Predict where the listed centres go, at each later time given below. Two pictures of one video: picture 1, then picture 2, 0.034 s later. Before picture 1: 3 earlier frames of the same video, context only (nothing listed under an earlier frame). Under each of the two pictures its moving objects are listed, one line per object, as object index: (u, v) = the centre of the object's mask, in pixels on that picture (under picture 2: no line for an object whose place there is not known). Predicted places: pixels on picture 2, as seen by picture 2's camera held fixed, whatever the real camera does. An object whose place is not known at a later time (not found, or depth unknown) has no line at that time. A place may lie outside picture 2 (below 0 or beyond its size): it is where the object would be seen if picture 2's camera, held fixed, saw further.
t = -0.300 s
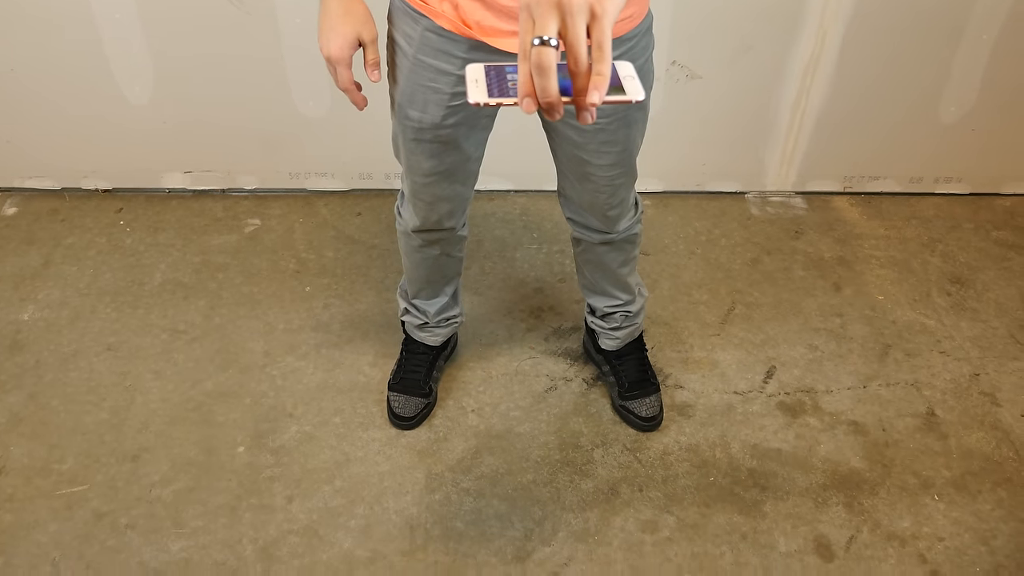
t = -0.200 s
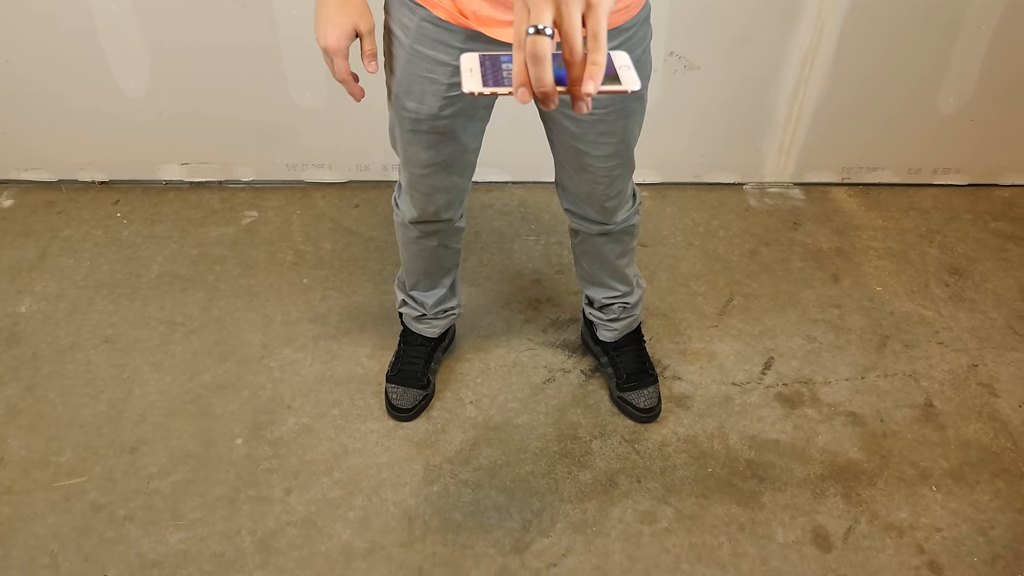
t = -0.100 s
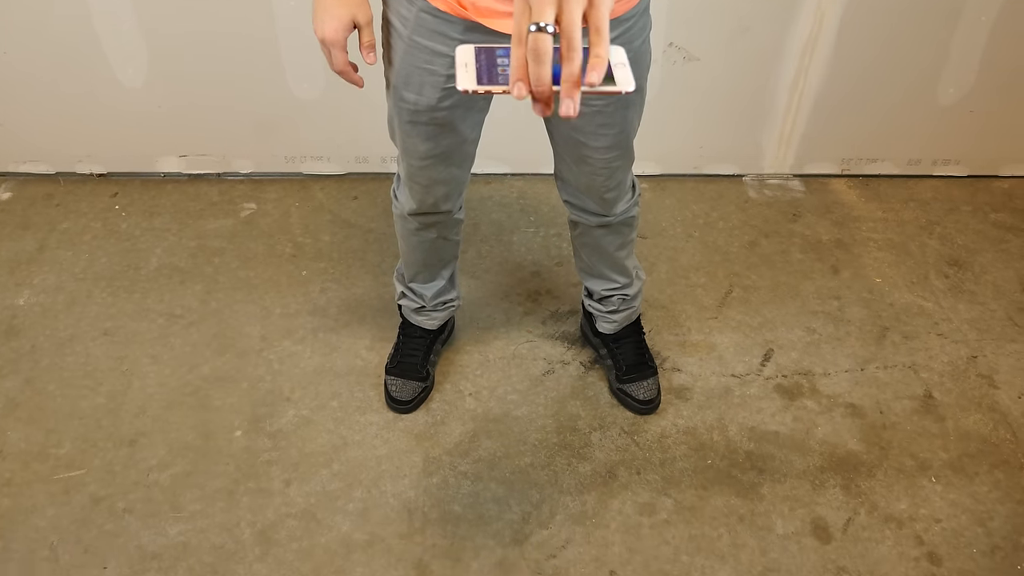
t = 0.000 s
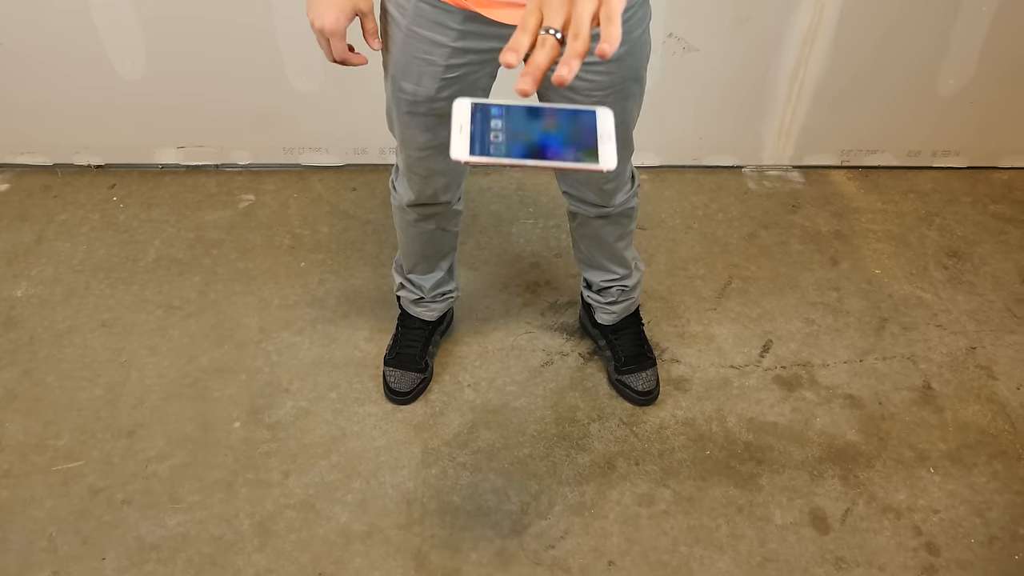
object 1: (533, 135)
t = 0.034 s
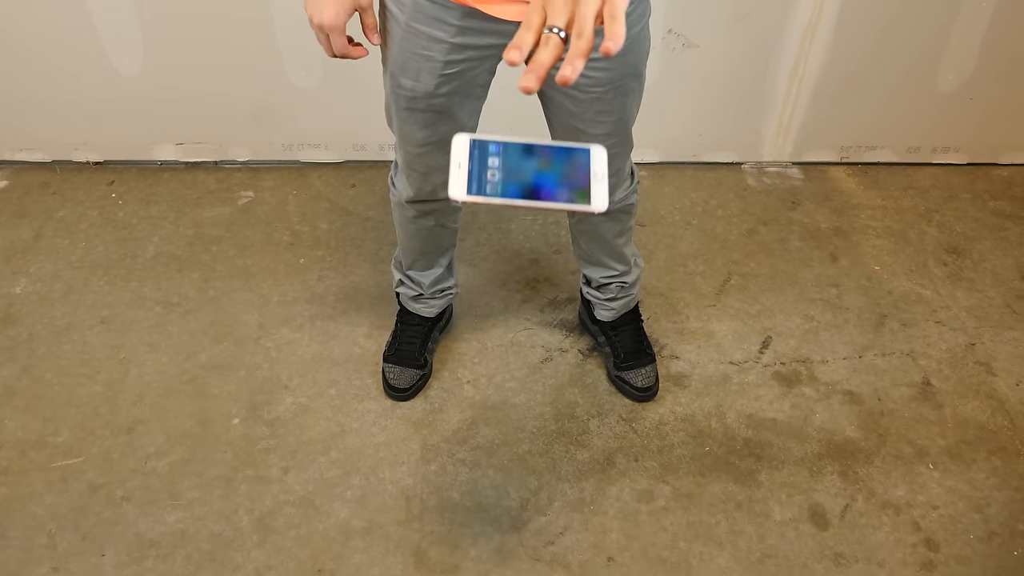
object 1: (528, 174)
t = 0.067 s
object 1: (524, 222)
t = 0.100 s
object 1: (521, 274)
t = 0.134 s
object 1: (517, 327)
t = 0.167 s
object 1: (514, 382)
